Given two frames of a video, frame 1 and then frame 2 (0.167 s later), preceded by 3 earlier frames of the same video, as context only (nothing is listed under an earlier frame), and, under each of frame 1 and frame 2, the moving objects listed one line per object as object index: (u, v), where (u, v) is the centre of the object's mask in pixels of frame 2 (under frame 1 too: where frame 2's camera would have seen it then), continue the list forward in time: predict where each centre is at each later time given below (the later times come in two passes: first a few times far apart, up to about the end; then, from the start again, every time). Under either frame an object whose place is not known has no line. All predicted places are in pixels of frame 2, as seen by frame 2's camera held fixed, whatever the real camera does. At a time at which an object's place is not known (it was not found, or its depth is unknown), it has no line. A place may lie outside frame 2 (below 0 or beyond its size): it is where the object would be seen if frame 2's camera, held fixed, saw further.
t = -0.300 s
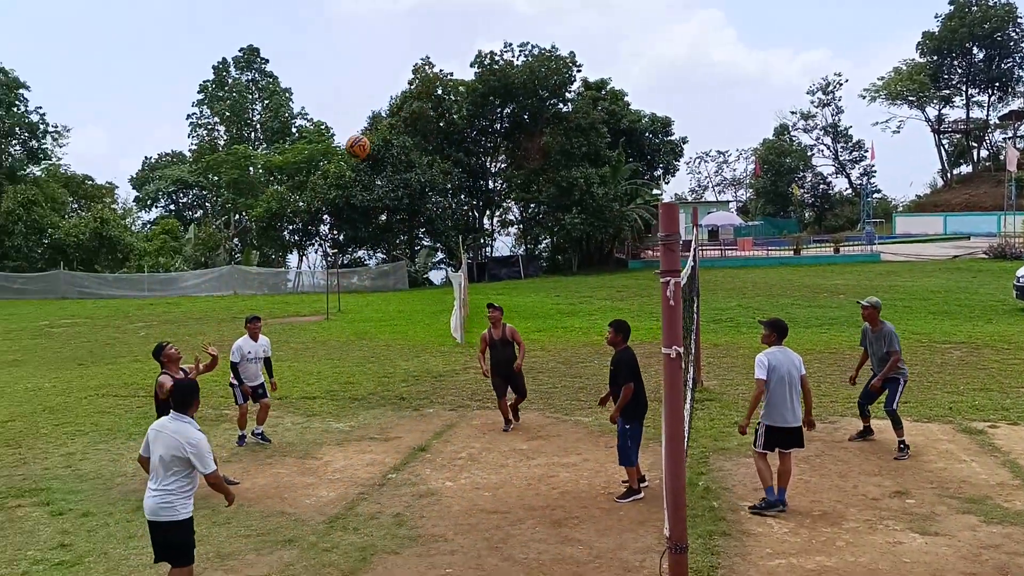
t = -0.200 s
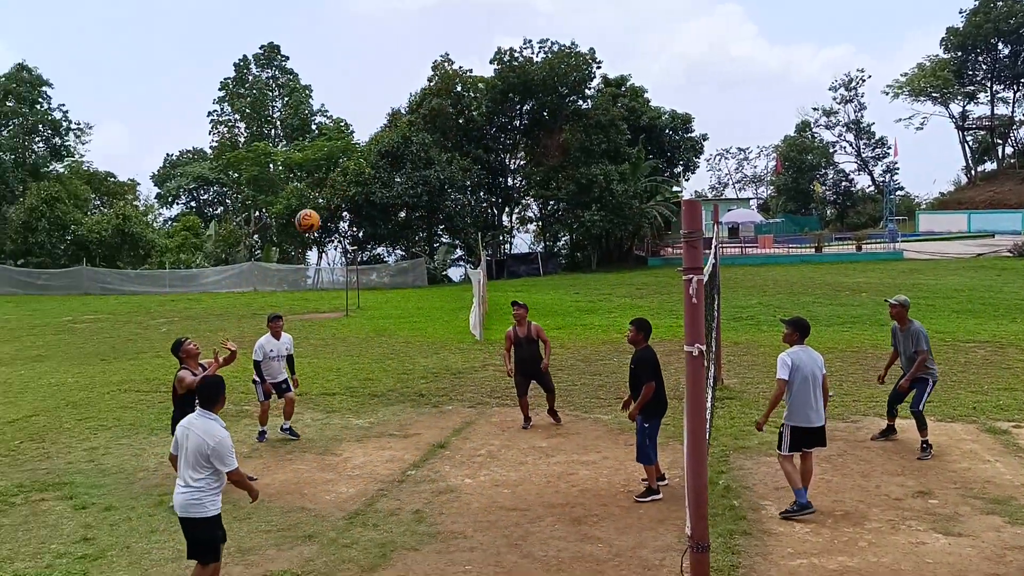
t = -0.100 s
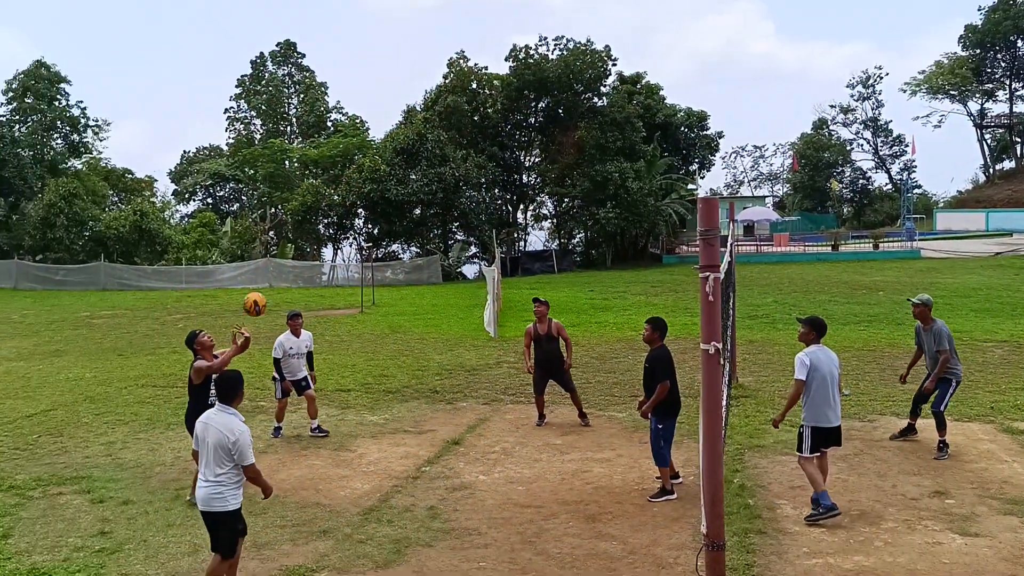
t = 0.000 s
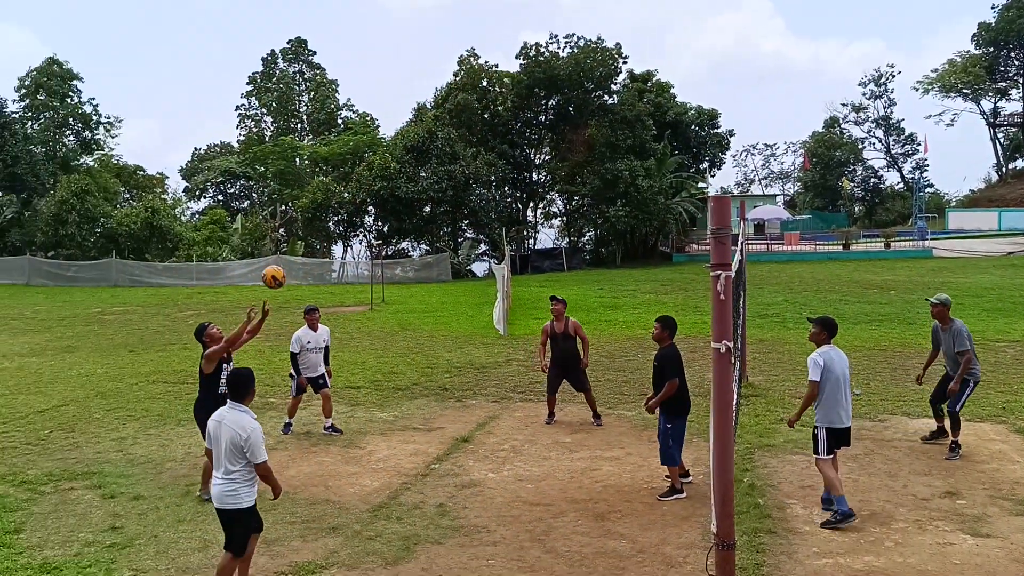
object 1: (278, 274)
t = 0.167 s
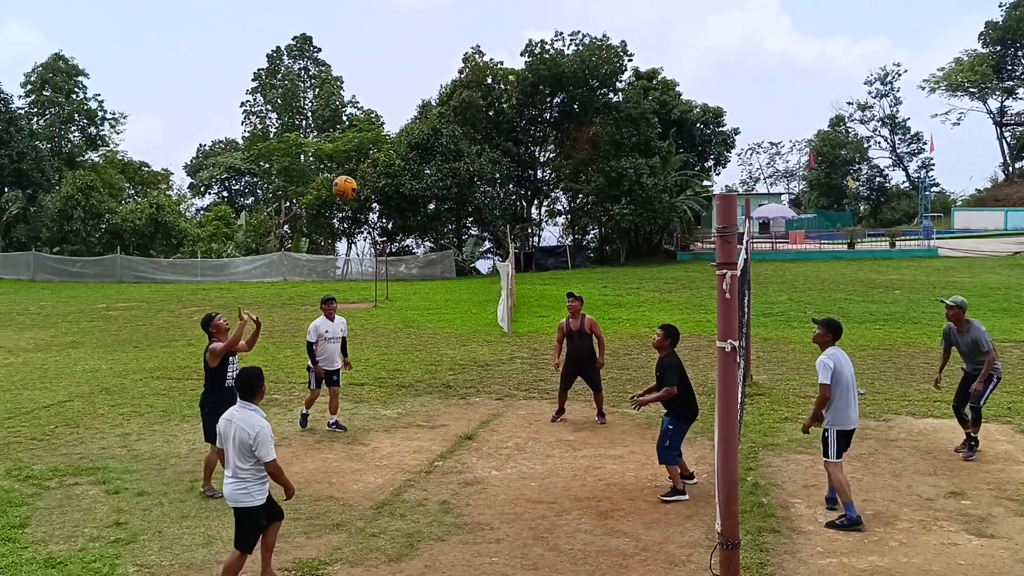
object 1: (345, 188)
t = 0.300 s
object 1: (398, 139)
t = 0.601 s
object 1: (518, 100)
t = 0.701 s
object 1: (560, 112)
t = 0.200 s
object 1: (358, 175)
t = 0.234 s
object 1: (372, 161)
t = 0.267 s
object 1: (385, 150)
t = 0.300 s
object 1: (398, 139)
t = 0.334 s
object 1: (411, 129)
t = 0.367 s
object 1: (425, 121)
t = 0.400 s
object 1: (438, 114)
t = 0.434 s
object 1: (452, 109)
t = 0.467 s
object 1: (464, 104)
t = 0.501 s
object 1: (478, 101)
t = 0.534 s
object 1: (491, 99)
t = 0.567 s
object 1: (504, 99)
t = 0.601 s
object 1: (518, 100)
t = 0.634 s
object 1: (532, 103)
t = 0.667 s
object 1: (546, 107)
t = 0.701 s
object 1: (560, 112)
